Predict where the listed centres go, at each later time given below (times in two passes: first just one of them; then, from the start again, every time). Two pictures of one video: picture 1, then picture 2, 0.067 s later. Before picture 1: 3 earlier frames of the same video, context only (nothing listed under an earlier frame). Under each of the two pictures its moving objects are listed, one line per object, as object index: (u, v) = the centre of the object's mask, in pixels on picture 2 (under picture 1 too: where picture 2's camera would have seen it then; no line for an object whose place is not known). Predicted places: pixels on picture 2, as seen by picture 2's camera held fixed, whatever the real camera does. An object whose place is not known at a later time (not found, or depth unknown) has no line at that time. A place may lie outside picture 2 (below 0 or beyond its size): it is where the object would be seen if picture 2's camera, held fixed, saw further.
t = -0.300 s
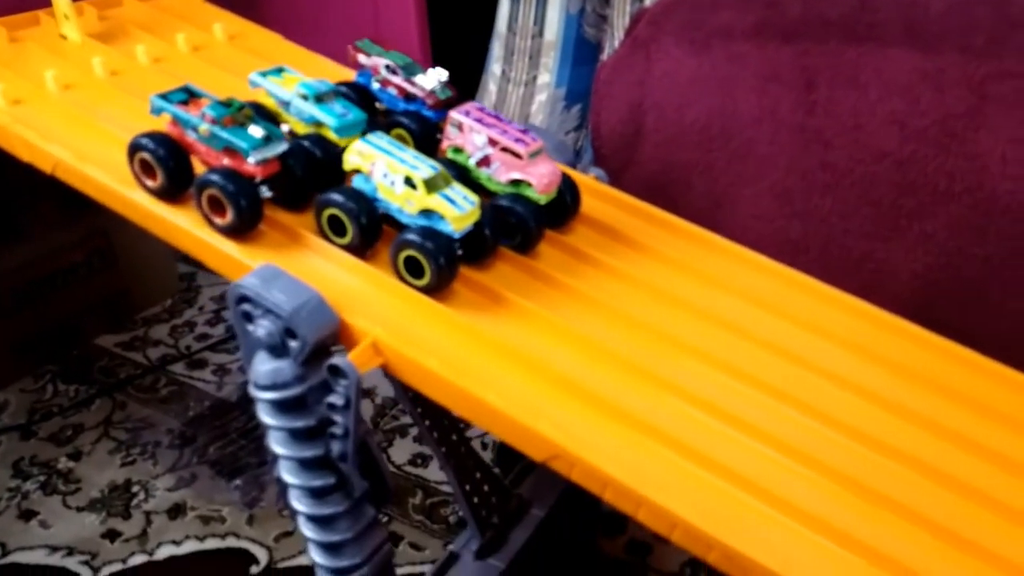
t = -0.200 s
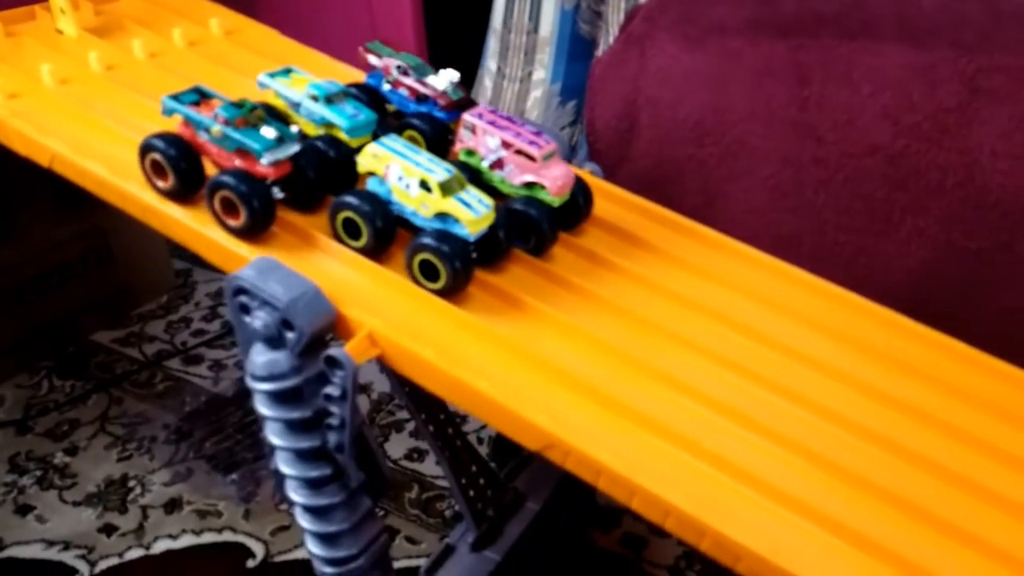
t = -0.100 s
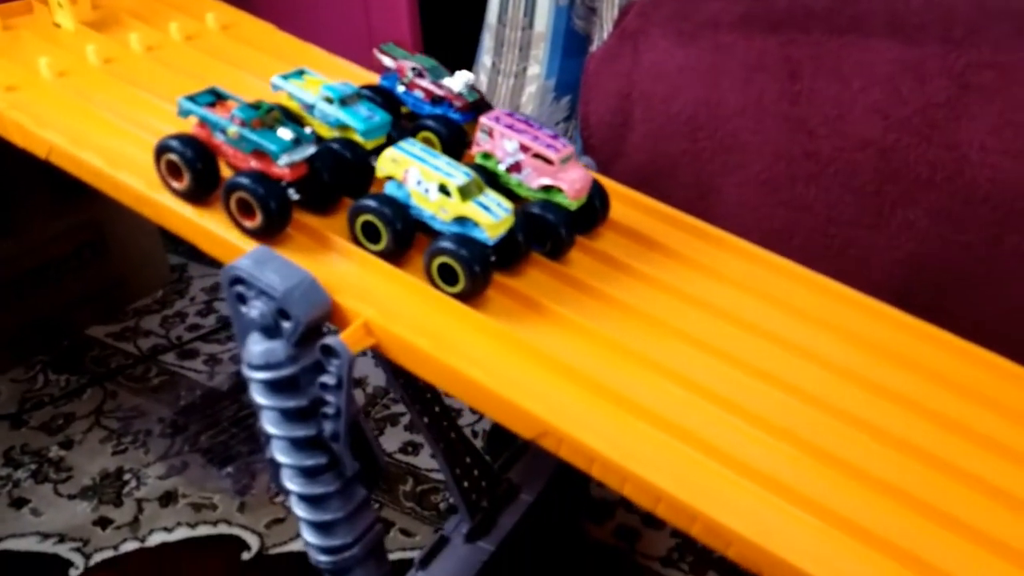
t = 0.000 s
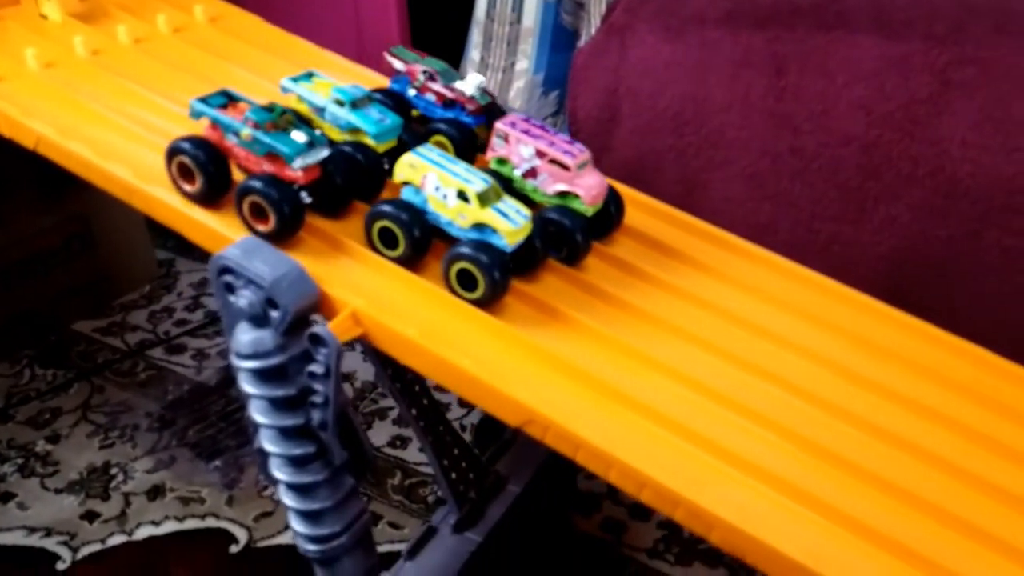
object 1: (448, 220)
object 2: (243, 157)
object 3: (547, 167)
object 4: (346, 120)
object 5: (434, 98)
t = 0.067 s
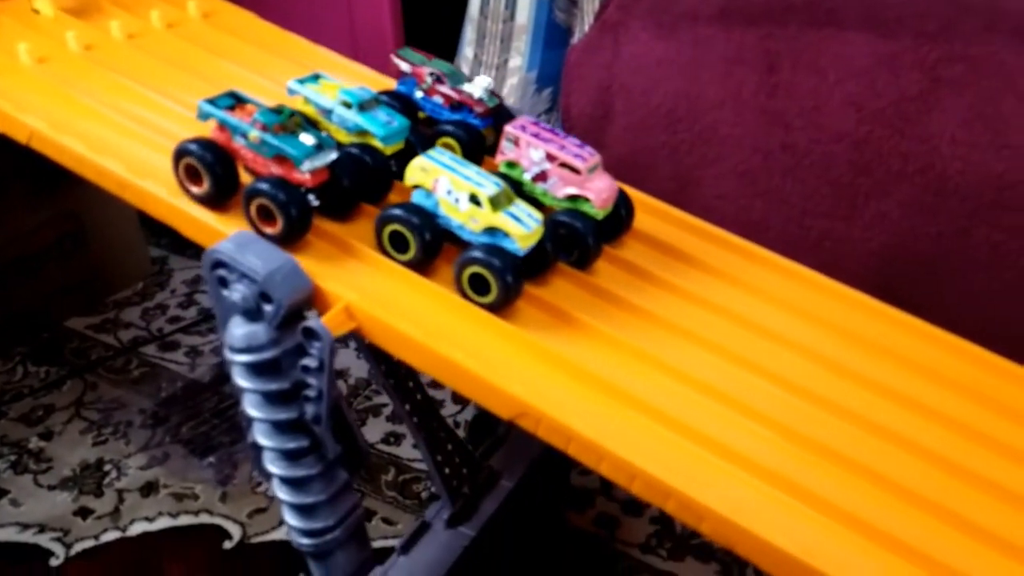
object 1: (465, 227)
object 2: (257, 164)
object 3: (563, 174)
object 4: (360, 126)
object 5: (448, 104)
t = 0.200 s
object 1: (499, 243)
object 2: (290, 178)
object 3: (594, 186)
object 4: (387, 140)
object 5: (474, 115)
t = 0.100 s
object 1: (475, 232)
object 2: (265, 167)
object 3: (572, 178)
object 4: (368, 130)
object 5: (456, 107)
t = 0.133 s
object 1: (480, 234)
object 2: (269, 168)
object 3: (576, 179)
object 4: (371, 131)
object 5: (459, 108)
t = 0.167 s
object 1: (489, 239)
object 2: (281, 174)
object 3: (585, 183)
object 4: (378, 136)
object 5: (466, 111)
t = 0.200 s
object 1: (499, 243)
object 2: (290, 178)
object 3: (594, 186)
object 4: (387, 140)
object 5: (474, 115)
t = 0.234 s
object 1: (509, 248)
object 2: (297, 182)
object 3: (603, 190)
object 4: (396, 142)
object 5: (482, 118)
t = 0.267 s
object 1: (519, 252)
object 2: (305, 185)
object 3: (613, 194)
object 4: (404, 146)
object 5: (489, 123)
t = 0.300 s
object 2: (313, 189)
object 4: (412, 150)
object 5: (499, 126)
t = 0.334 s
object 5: (510, 131)
